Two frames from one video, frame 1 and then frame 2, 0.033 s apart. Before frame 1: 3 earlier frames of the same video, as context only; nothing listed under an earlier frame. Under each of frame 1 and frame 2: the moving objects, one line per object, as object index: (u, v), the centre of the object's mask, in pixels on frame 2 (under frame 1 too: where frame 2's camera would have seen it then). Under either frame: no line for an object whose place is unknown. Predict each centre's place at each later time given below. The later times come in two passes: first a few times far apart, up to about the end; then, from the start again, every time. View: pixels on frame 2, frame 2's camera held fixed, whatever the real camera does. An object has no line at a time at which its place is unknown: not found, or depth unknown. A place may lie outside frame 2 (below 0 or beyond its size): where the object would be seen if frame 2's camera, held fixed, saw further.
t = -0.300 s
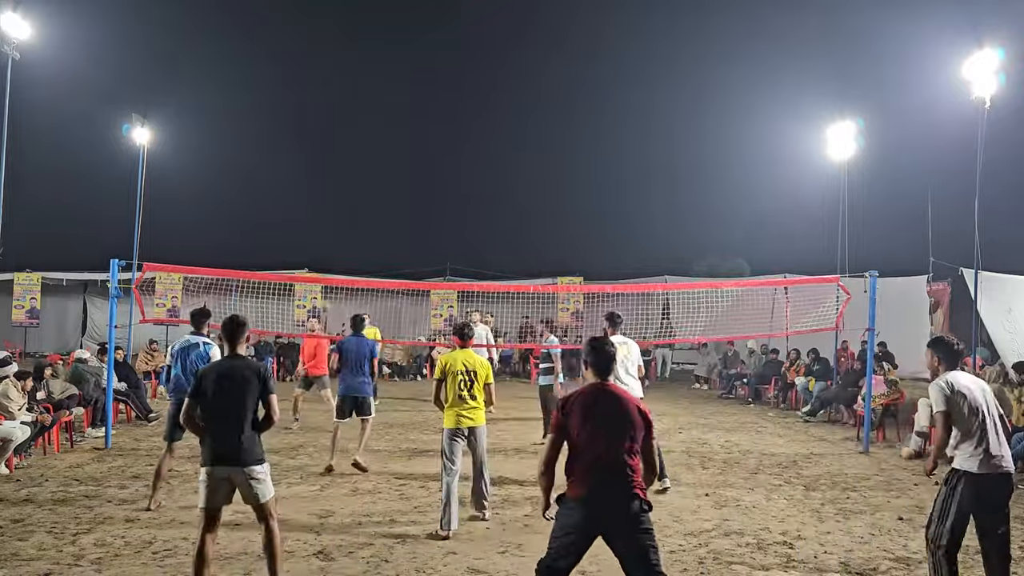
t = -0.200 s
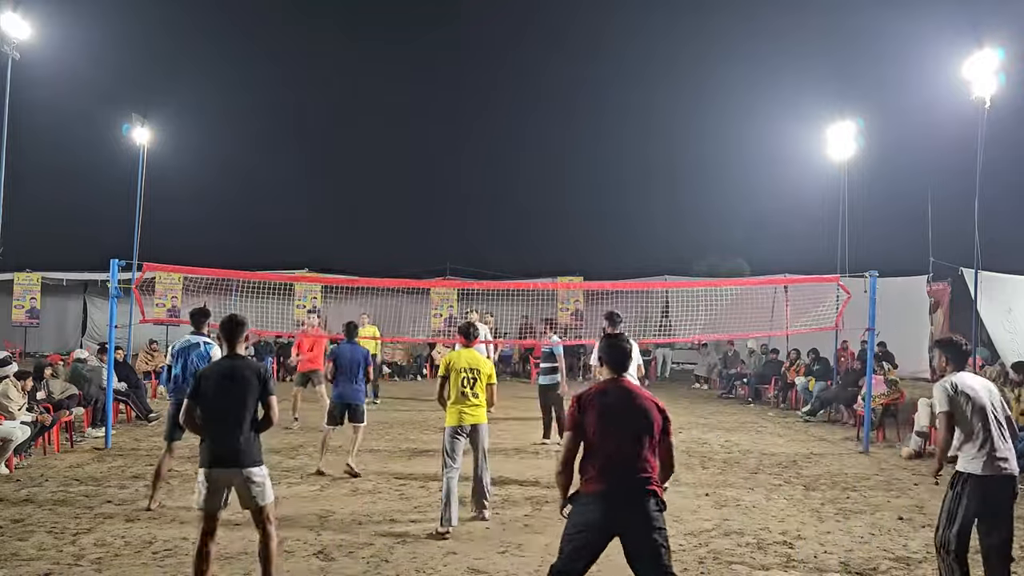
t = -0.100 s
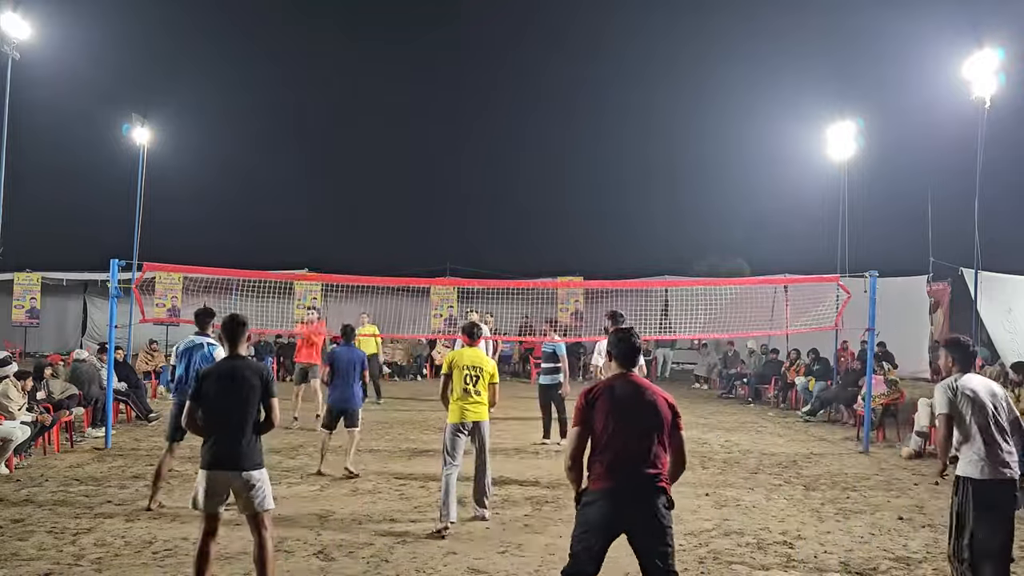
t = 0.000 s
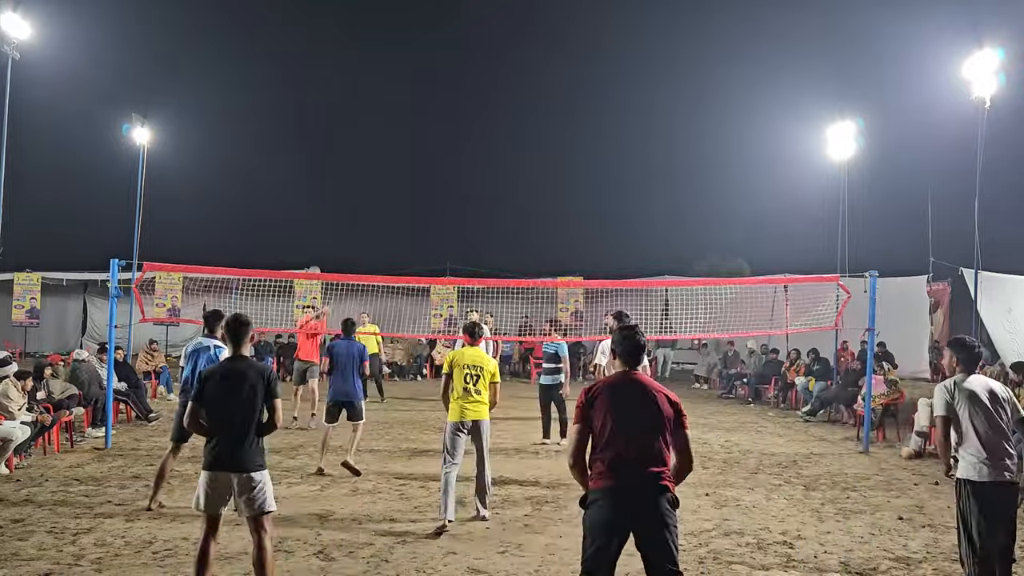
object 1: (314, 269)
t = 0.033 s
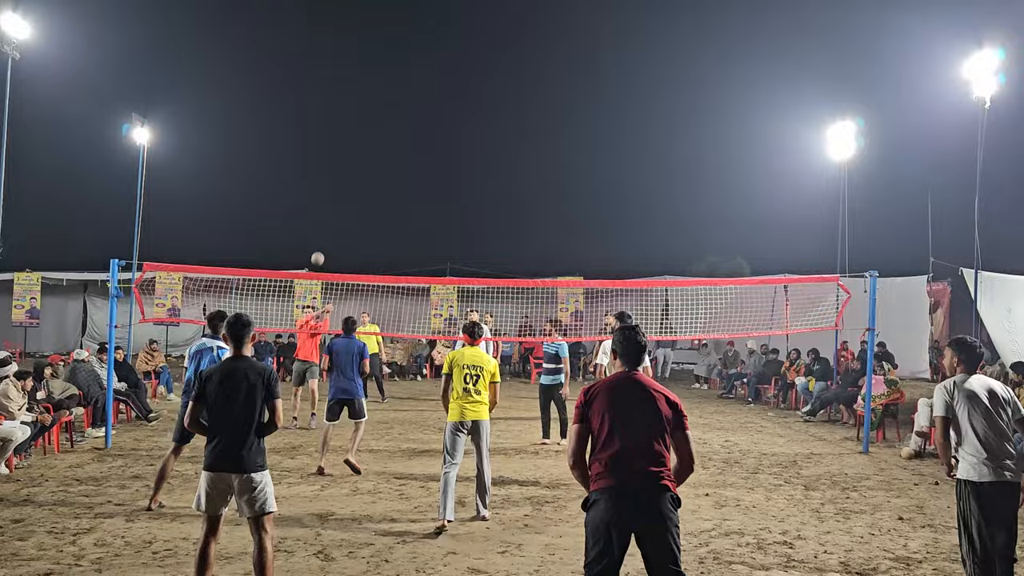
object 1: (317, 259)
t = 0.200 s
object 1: (337, 194)
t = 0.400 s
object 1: (363, 130)
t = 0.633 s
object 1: (401, 86)
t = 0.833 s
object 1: (442, 86)
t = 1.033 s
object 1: (496, 143)
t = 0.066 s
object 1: (321, 246)
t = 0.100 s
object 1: (324, 232)
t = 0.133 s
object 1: (329, 219)
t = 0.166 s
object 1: (333, 206)
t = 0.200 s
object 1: (337, 194)
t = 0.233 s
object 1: (341, 182)
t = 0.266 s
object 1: (345, 170)
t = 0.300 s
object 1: (350, 160)
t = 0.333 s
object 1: (354, 149)
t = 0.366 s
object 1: (359, 139)
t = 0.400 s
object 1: (363, 130)
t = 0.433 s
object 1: (368, 122)
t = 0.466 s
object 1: (373, 114)
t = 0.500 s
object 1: (378, 107)
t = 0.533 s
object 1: (384, 100)
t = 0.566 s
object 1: (389, 94)
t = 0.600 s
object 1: (395, 89)
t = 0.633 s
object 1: (401, 86)
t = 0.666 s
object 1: (407, 83)
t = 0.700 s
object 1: (413, 81)
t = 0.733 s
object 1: (420, 81)
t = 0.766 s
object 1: (427, 81)
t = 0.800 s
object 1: (434, 83)
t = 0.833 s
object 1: (442, 86)
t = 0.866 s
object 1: (450, 91)
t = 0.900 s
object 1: (458, 97)
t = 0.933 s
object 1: (466, 106)
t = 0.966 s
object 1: (476, 116)
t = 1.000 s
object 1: (485, 129)
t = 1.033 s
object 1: (496, 143)
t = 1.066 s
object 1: (507, 162)
